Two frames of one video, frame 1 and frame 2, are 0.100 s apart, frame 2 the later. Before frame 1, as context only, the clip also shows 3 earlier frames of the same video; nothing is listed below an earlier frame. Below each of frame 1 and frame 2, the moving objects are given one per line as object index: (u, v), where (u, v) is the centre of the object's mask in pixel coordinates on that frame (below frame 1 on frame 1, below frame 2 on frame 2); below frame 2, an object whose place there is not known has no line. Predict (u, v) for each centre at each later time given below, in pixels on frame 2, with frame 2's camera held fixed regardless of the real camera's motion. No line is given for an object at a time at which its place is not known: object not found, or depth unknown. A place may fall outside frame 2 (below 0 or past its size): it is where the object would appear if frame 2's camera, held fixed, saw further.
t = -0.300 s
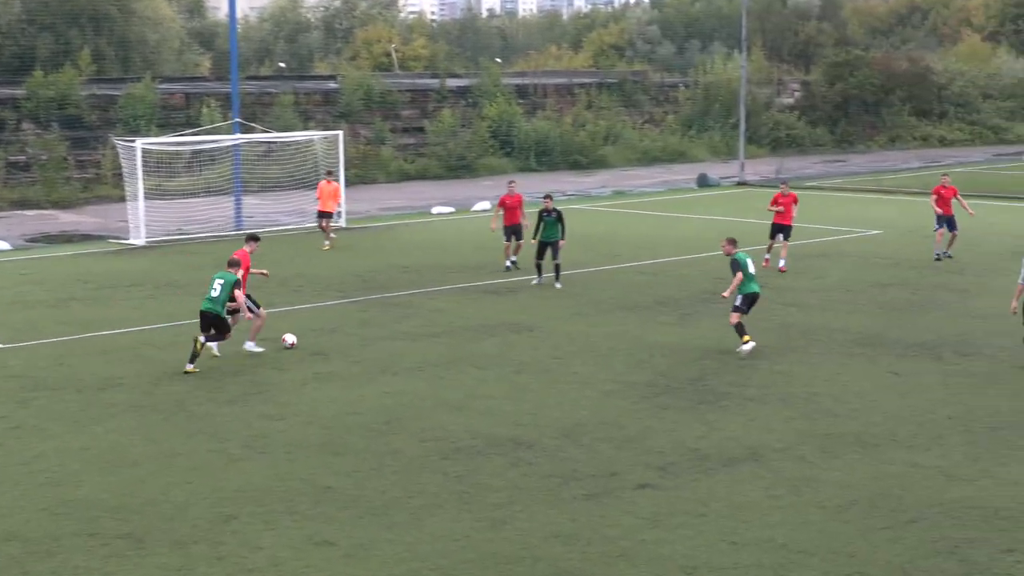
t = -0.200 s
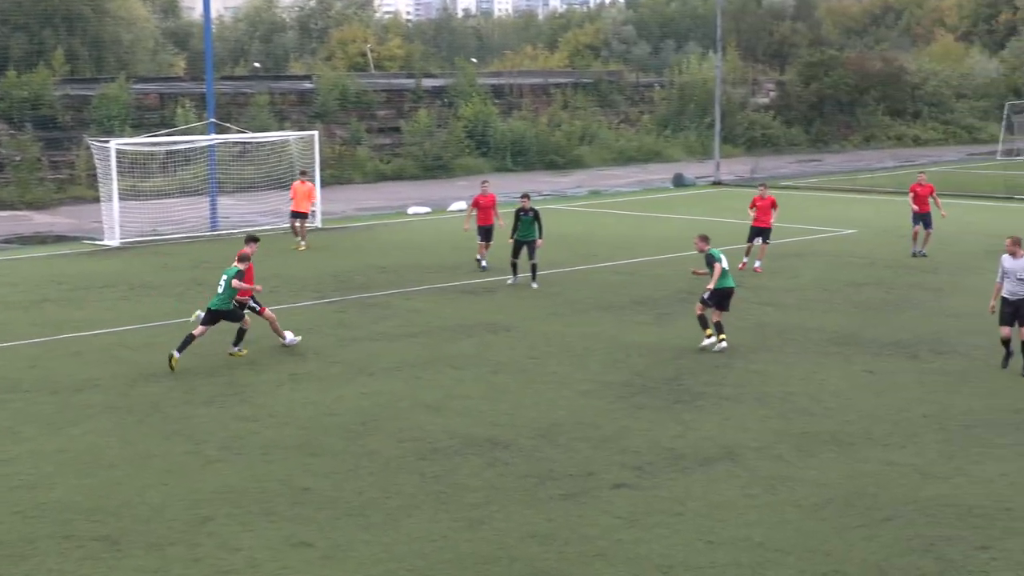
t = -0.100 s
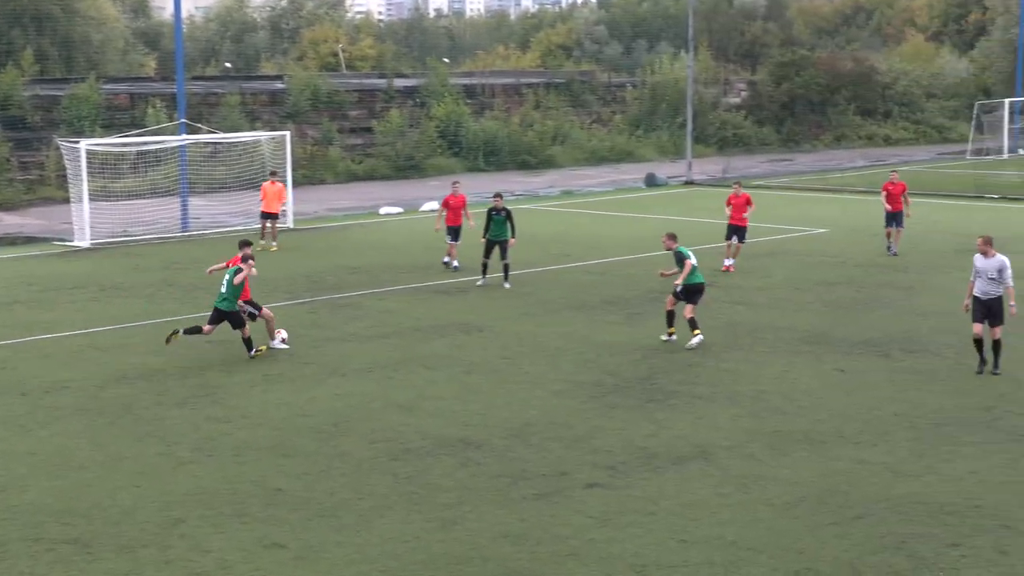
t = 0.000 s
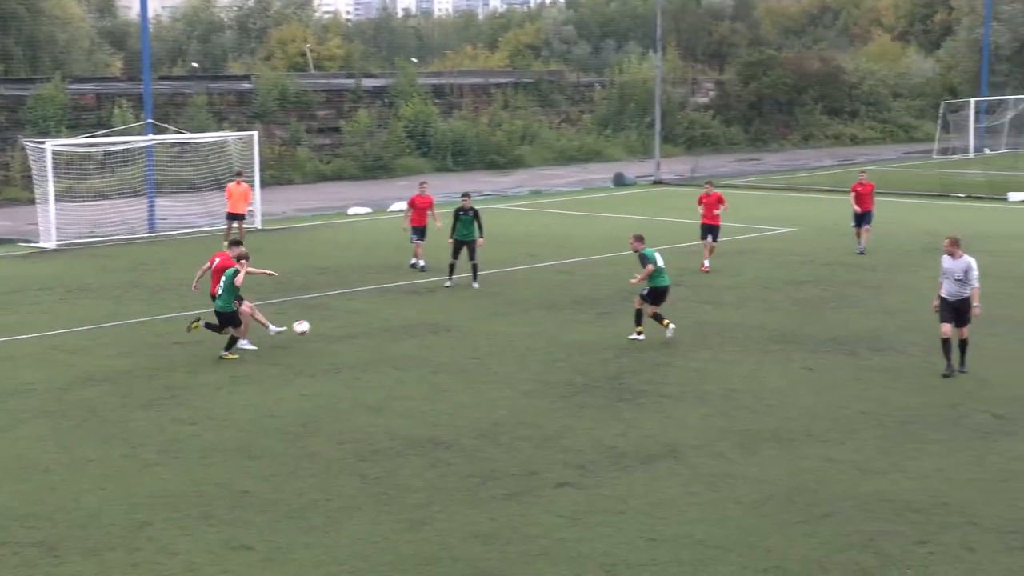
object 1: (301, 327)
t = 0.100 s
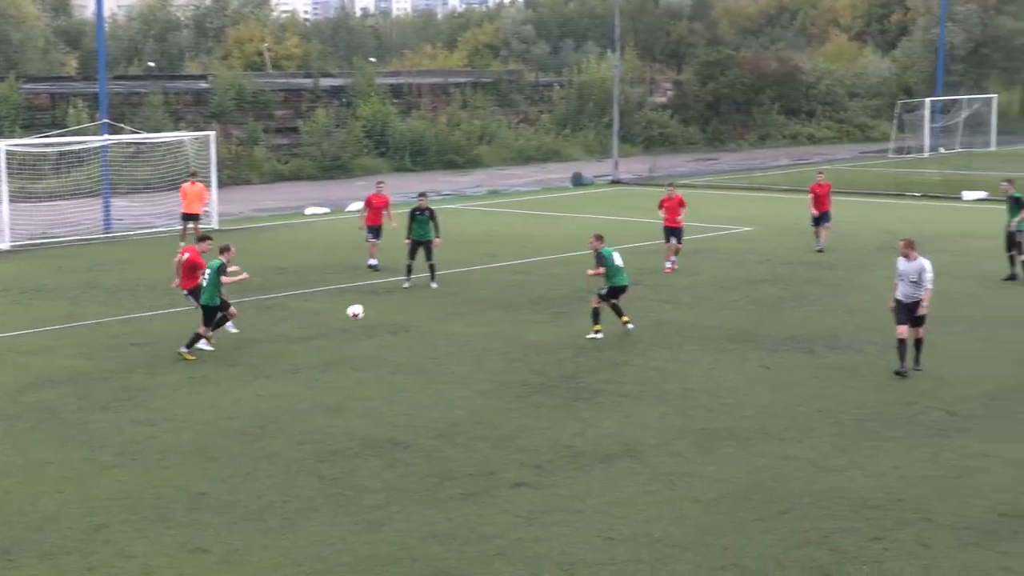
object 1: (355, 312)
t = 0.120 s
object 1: (374, 308)
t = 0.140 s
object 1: (392, 306)
